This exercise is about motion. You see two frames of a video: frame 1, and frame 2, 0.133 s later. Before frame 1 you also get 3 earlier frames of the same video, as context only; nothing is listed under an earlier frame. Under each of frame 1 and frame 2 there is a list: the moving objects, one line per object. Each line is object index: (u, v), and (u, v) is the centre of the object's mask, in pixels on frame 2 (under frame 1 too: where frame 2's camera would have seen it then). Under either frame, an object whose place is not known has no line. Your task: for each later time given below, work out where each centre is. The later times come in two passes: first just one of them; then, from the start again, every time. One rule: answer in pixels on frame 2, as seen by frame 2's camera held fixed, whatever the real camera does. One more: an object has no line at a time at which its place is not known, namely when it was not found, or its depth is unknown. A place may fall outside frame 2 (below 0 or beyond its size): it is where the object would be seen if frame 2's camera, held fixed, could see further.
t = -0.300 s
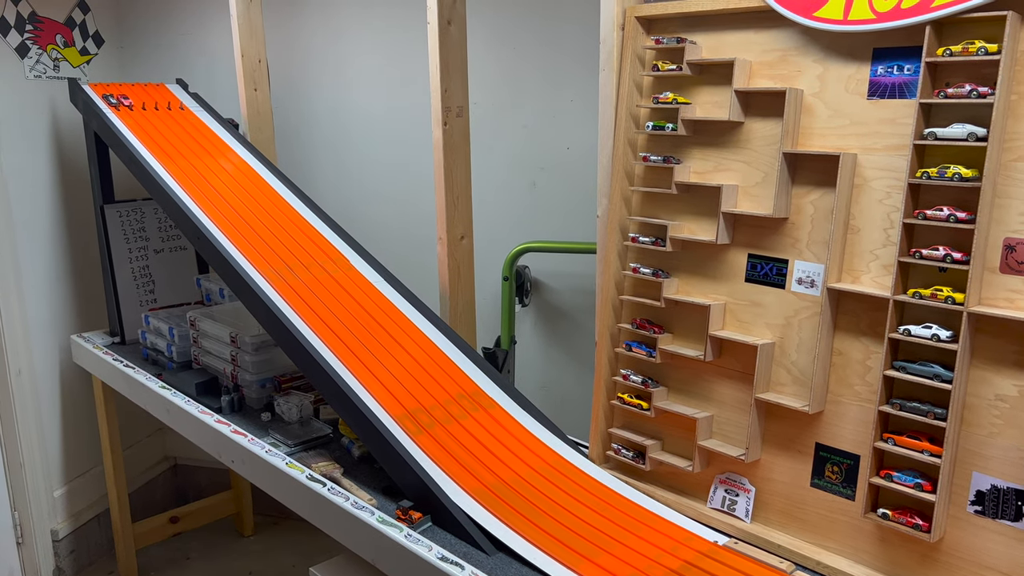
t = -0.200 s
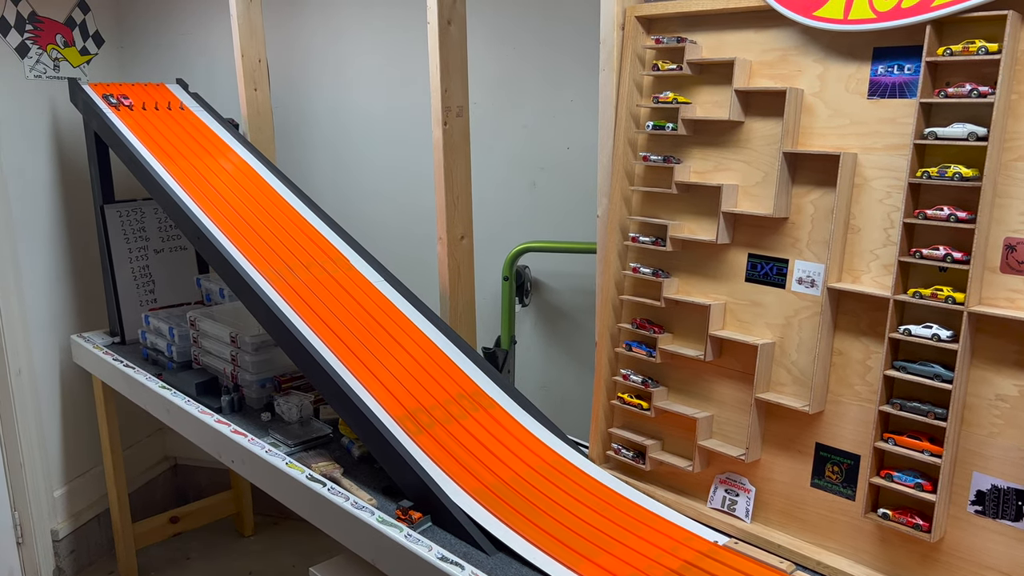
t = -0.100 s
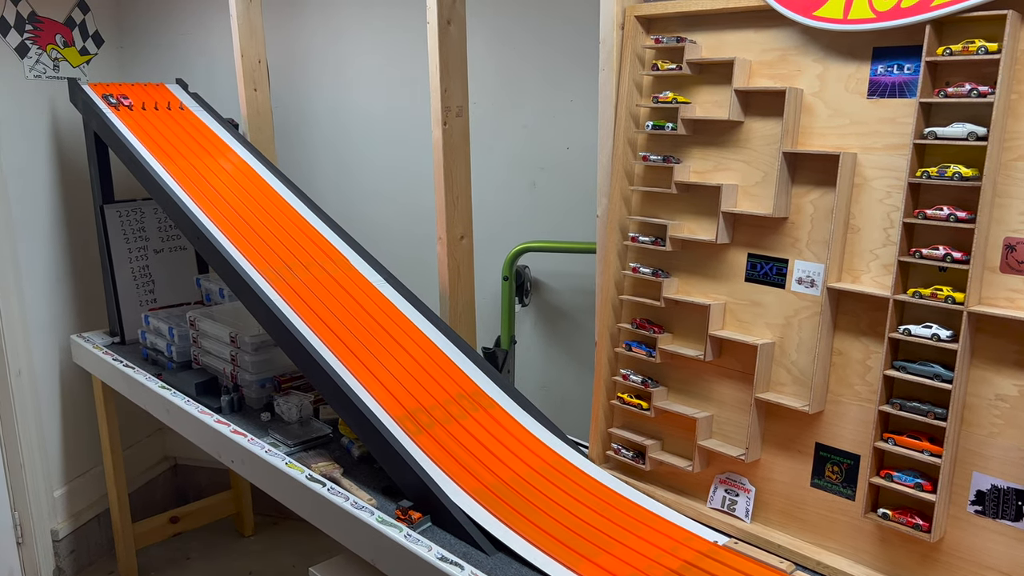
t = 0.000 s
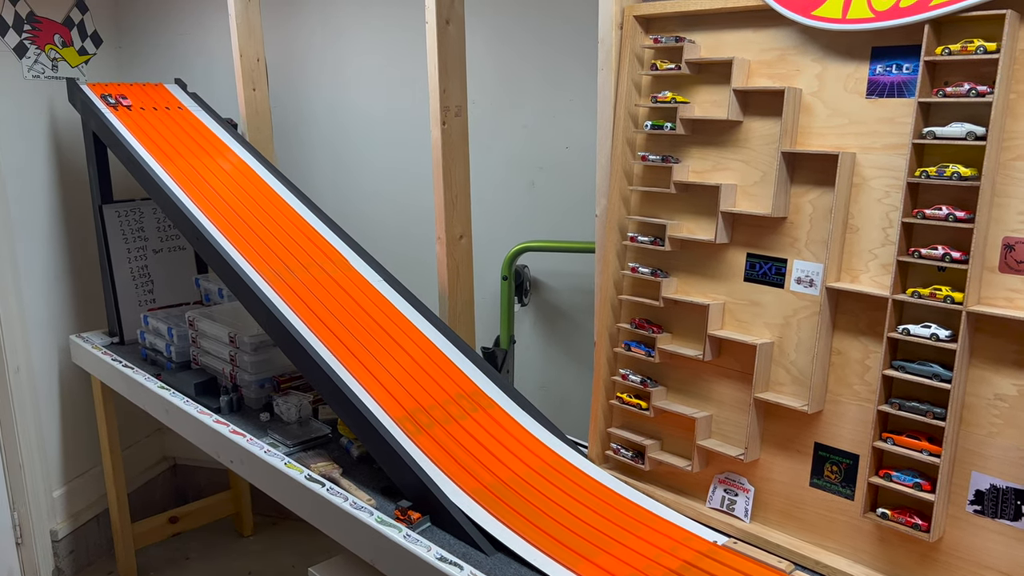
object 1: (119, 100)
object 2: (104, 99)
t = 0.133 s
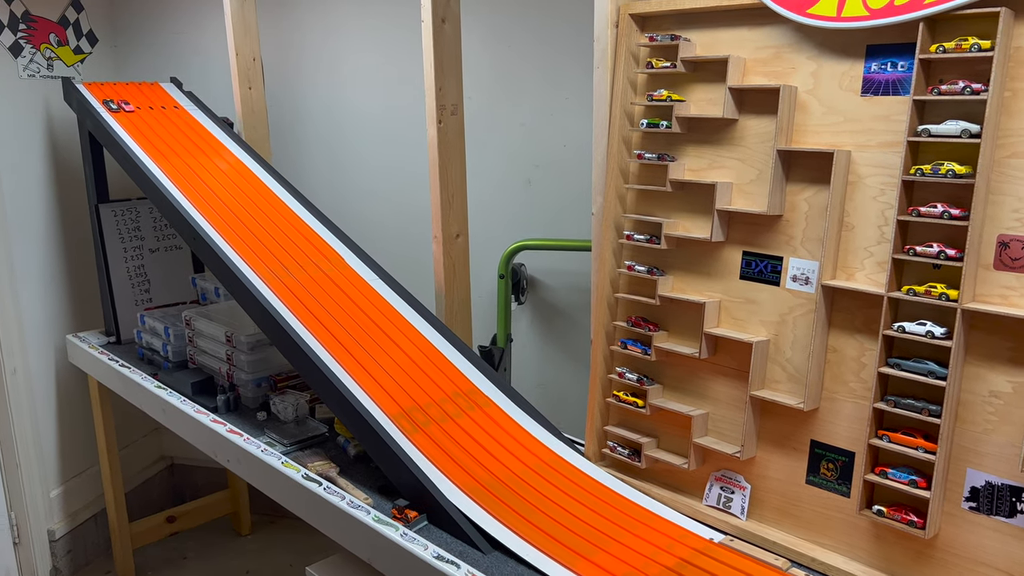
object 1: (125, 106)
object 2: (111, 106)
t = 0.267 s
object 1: (142, 121)
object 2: (125, 120)
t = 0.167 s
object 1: (129, 109)
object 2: (113, 108)
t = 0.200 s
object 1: (134, 112)
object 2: (117, 112)
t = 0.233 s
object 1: (137, 116)
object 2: (120, 115)
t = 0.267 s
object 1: (142, 121)
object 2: (125, 120)
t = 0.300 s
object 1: (147, 127)
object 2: (130, 125)
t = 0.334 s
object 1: (152, 133)
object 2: (135, 131)
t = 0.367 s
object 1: (159, 140)
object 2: (141, 138)
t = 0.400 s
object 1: (167, 148)
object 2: (148, 145)
